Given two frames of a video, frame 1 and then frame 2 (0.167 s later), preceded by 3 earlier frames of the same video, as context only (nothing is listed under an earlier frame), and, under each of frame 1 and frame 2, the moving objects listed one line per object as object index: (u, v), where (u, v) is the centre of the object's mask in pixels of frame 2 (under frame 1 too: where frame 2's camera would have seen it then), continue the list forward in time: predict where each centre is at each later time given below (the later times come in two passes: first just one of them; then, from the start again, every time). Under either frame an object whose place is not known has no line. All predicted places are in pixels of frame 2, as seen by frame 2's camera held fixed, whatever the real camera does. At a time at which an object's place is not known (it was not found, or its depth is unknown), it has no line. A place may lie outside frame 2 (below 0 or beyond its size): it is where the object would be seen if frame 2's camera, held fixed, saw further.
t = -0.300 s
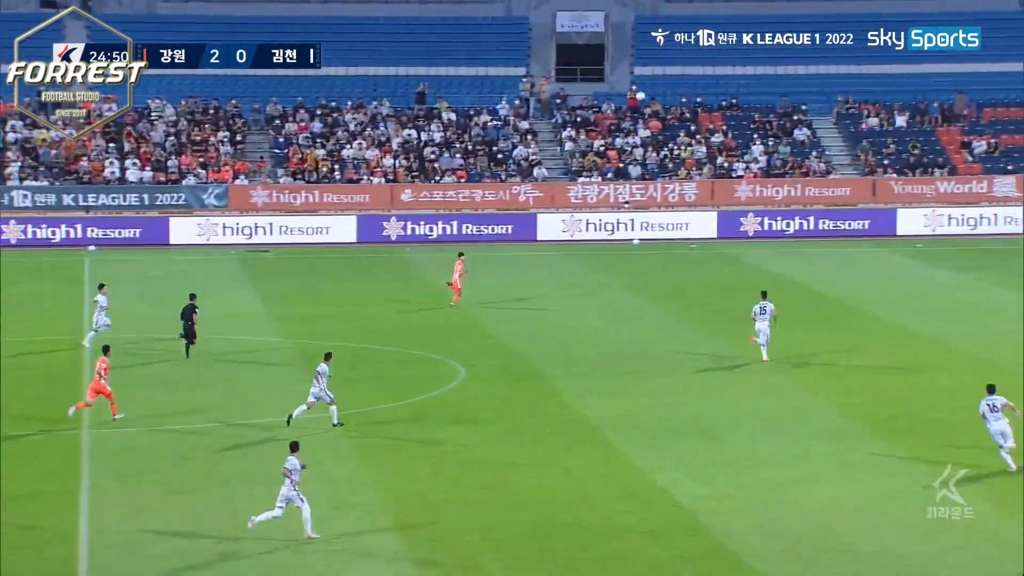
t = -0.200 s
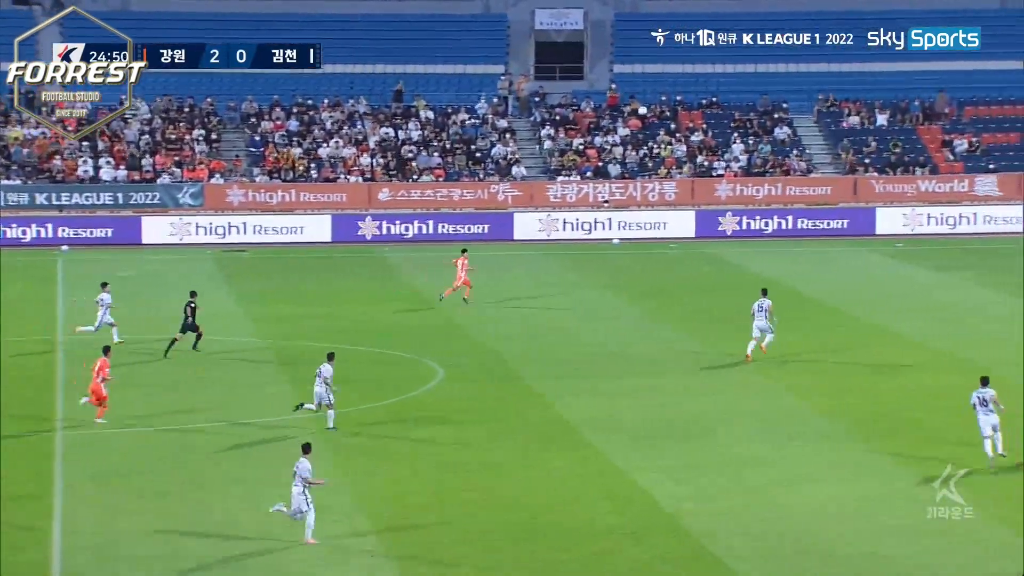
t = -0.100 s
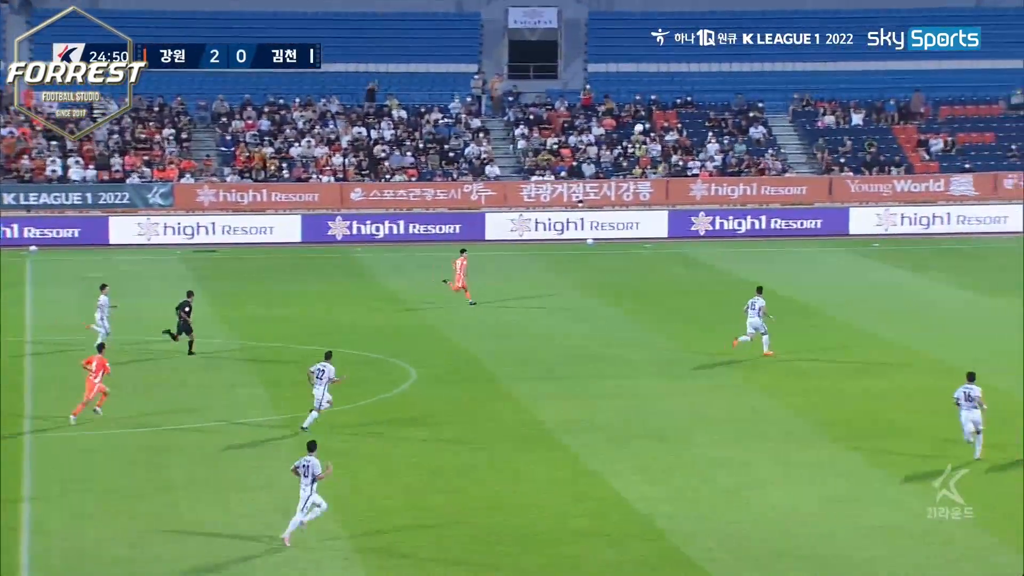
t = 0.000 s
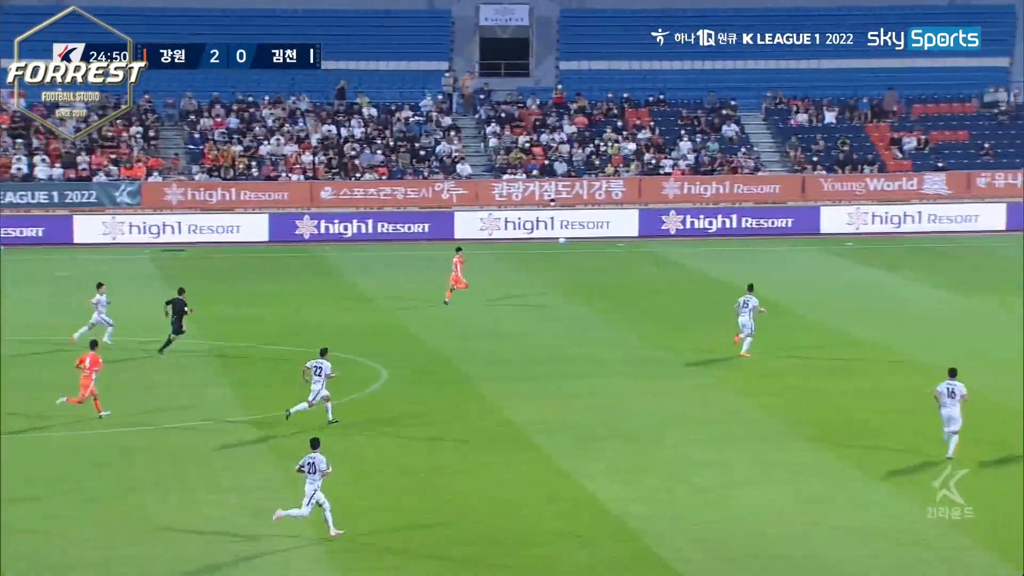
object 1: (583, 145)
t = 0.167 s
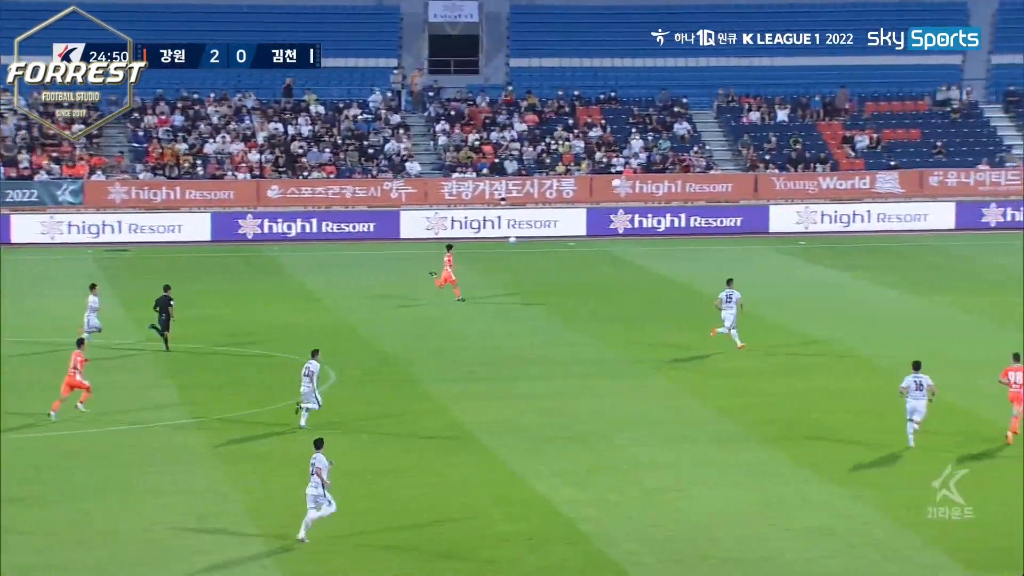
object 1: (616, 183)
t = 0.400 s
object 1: (656, 242)
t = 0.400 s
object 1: (656, 242)
